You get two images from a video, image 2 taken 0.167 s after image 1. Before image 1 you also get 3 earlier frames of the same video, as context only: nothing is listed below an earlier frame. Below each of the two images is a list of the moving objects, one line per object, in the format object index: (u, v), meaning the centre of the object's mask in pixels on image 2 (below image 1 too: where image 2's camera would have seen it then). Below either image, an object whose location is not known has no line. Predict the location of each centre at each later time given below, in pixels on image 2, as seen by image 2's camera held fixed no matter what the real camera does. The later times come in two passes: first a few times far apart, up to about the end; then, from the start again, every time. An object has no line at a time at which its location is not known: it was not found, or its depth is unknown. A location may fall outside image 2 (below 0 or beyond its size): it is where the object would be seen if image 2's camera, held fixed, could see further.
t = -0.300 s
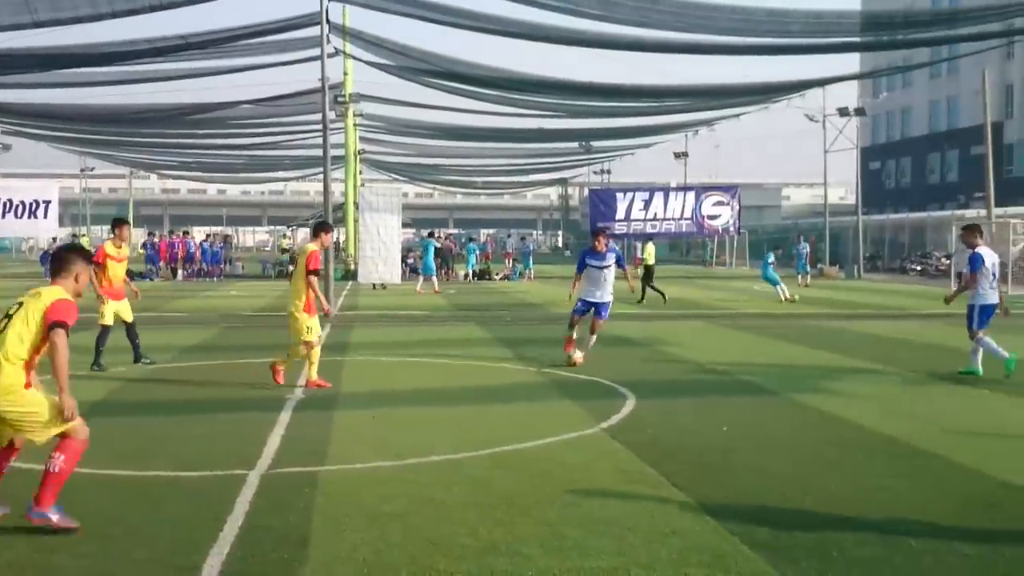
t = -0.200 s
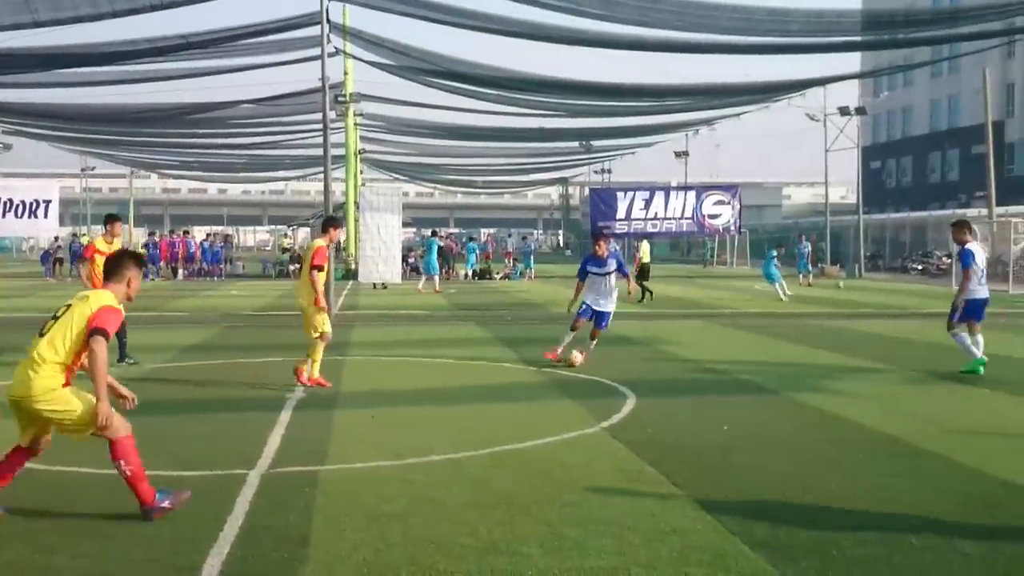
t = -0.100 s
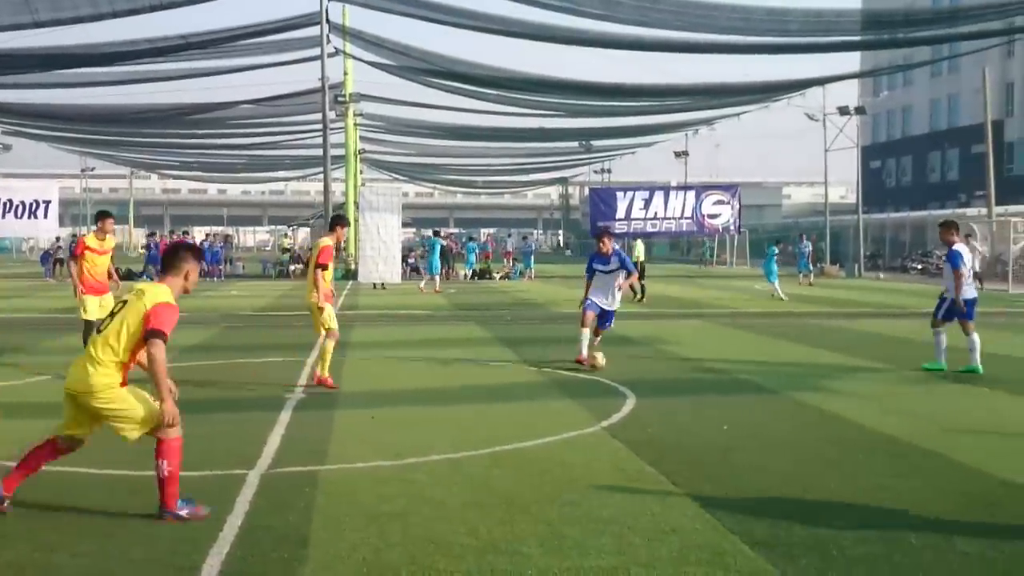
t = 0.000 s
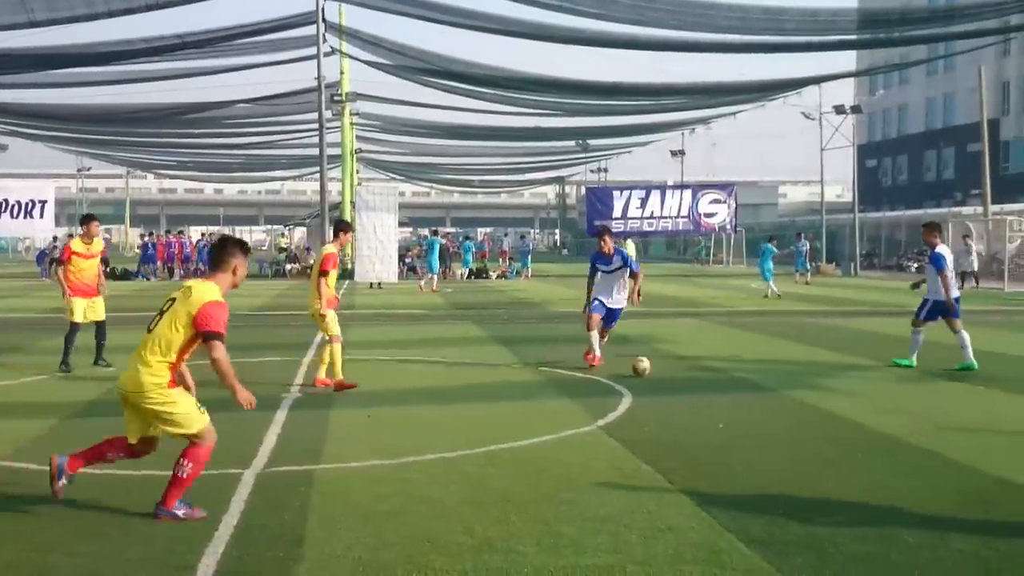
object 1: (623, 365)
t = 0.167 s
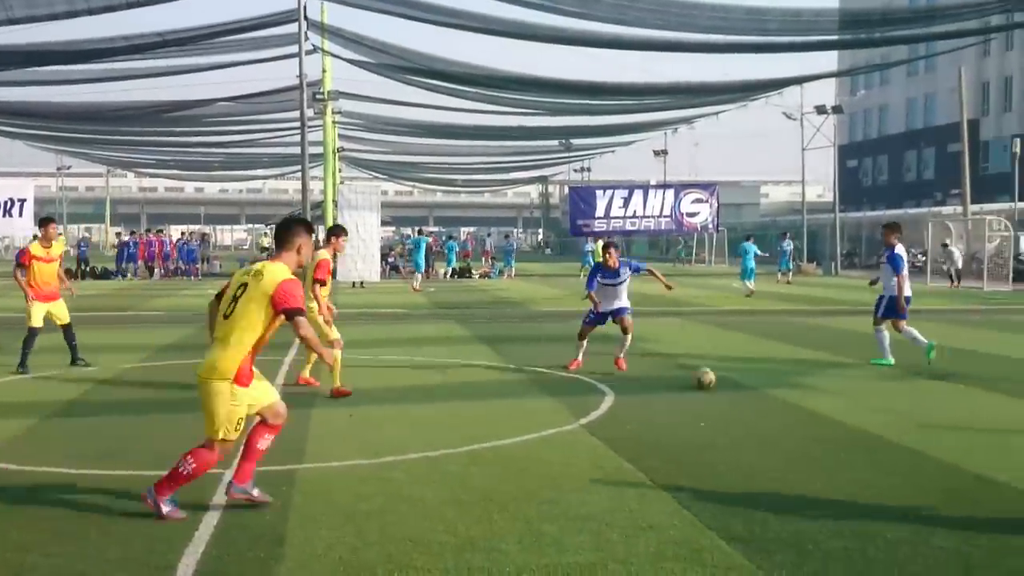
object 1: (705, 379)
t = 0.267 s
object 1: (754, 385)
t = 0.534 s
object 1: (896, 406)
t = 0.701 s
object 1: (1005, 424)
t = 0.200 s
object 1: (721, 381)
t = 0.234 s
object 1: (738, 383)
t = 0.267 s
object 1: (754, 385)
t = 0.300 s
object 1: (771, 388)
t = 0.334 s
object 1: (788, 391)
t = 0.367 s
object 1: (804, 392)
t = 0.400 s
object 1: (821, 394)
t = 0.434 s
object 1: (839, 398)
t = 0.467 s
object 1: (858, 401)
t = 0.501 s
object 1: (877, 404)
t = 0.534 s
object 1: (896, 406)
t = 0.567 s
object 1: (916, 411)
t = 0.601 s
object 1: (937, 414)
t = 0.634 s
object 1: (959, 416)
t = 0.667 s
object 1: (982, 420)
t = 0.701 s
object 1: (1005, 424)
